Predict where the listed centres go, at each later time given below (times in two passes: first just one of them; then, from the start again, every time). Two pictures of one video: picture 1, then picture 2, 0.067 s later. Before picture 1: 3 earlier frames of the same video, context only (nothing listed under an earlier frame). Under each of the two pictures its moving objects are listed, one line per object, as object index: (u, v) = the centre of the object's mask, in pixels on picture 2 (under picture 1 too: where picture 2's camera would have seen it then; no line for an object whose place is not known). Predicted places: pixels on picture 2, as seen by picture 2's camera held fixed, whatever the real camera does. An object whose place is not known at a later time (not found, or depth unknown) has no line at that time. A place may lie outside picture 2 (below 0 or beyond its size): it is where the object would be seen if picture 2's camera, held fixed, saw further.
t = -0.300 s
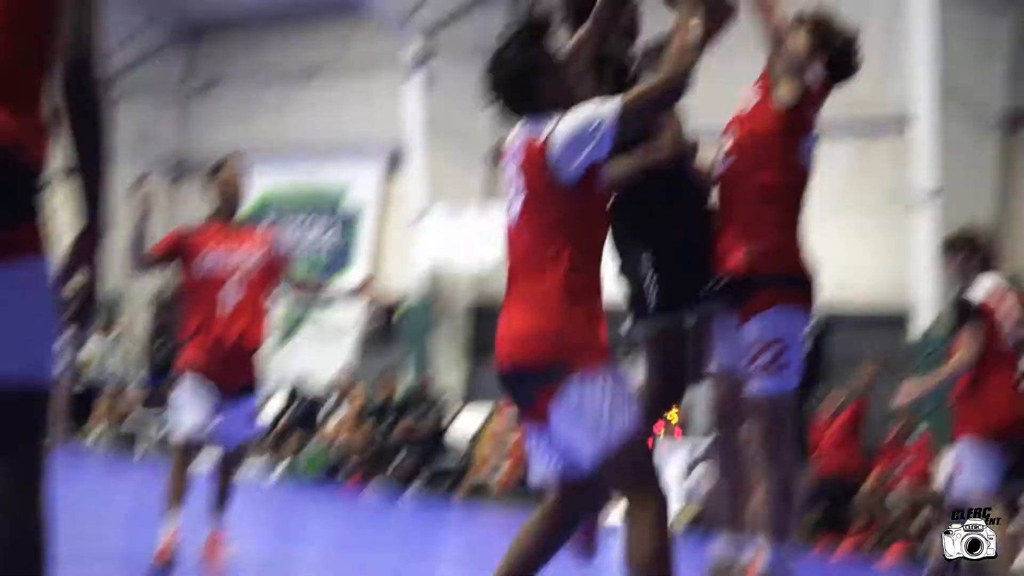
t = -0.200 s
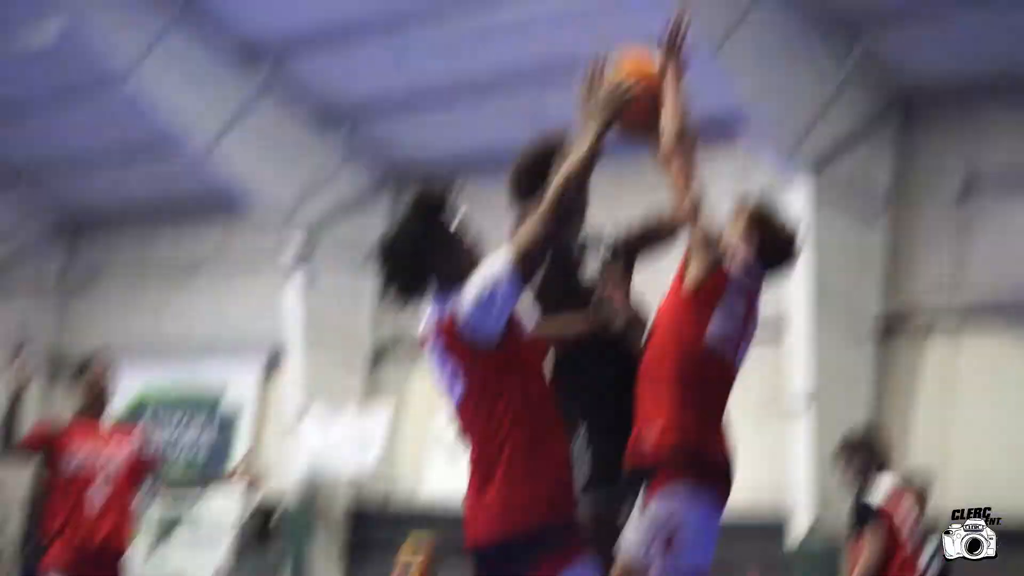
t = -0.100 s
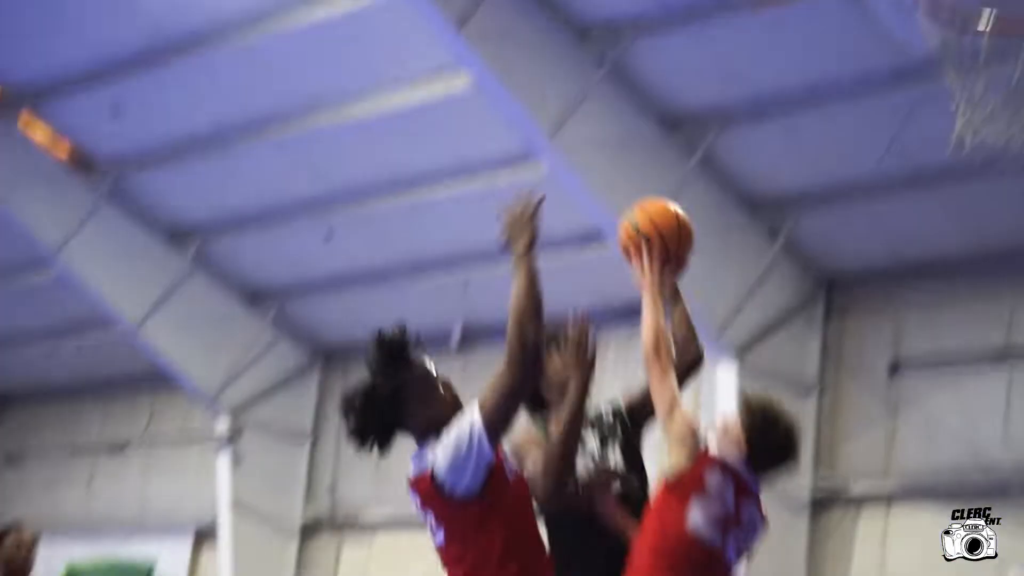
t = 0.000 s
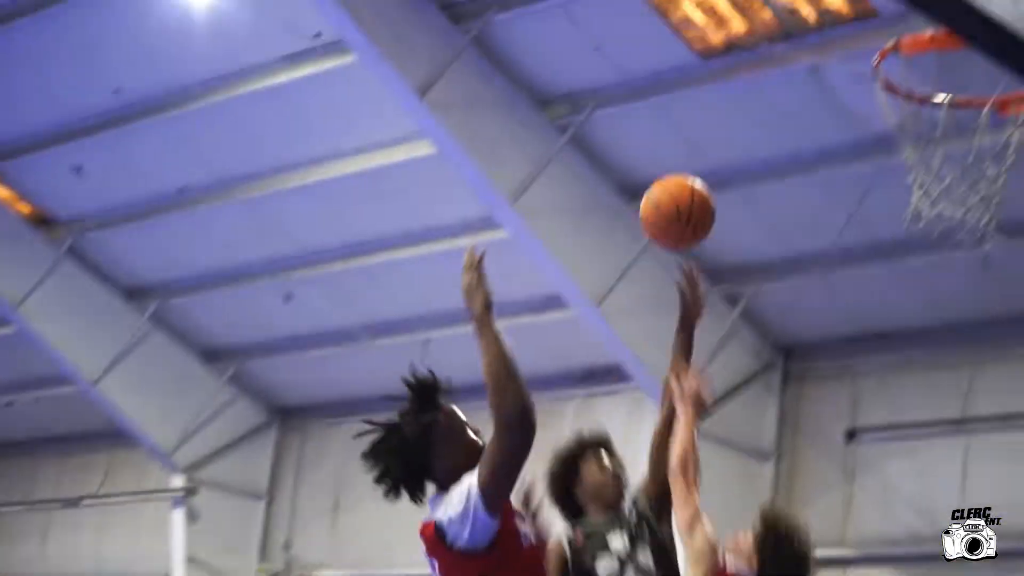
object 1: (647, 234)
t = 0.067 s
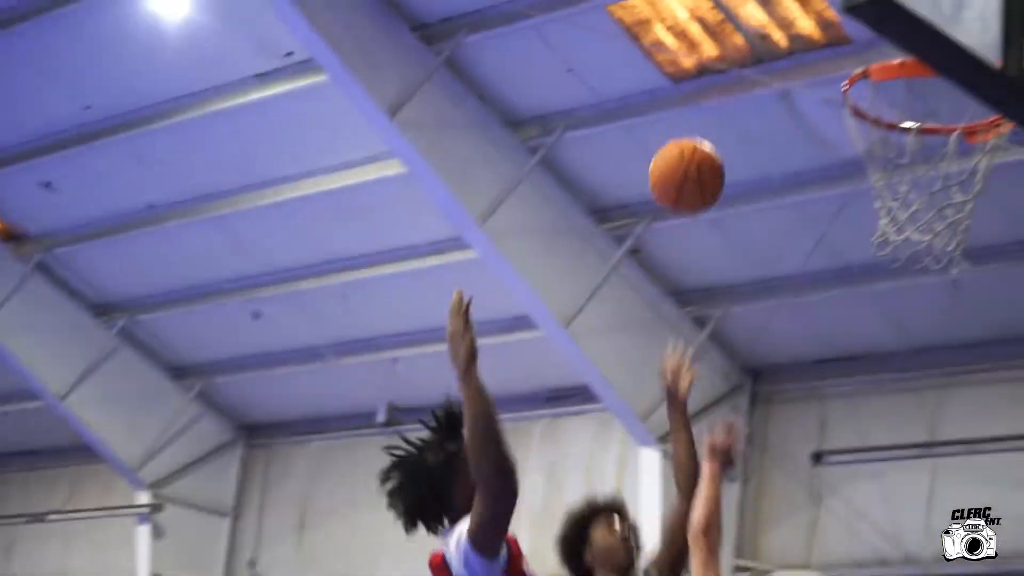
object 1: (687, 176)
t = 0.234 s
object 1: (790, 77)
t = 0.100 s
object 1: (707, 150)
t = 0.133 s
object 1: (727, 127)
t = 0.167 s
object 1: (747, 108)
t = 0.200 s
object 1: (768, 91)
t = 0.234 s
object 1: (790, 77)
